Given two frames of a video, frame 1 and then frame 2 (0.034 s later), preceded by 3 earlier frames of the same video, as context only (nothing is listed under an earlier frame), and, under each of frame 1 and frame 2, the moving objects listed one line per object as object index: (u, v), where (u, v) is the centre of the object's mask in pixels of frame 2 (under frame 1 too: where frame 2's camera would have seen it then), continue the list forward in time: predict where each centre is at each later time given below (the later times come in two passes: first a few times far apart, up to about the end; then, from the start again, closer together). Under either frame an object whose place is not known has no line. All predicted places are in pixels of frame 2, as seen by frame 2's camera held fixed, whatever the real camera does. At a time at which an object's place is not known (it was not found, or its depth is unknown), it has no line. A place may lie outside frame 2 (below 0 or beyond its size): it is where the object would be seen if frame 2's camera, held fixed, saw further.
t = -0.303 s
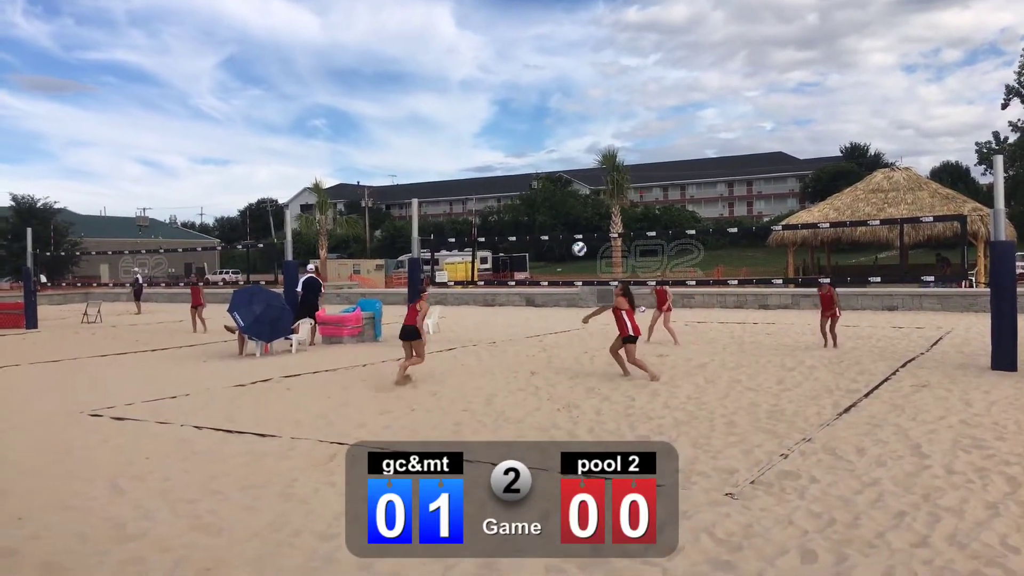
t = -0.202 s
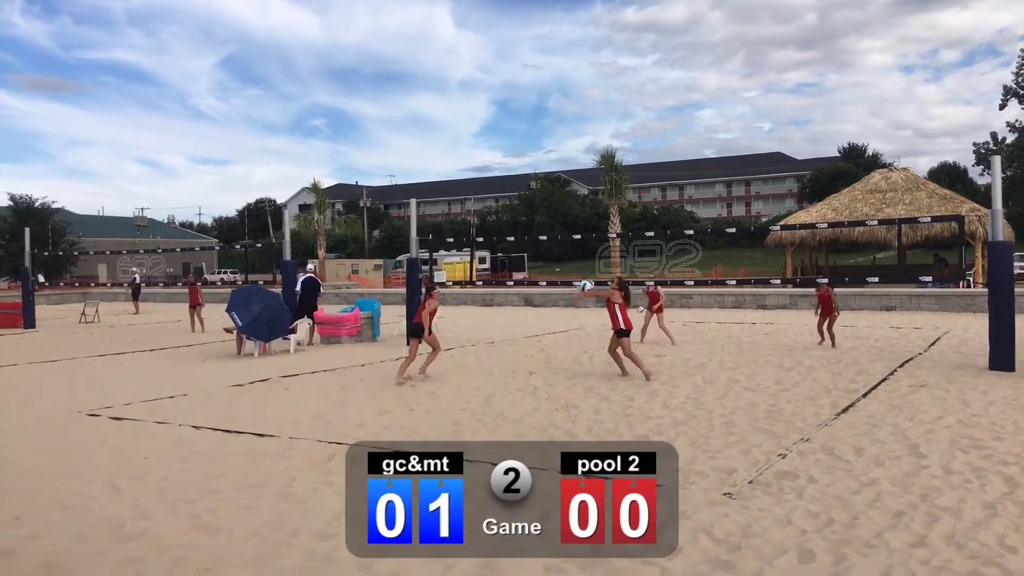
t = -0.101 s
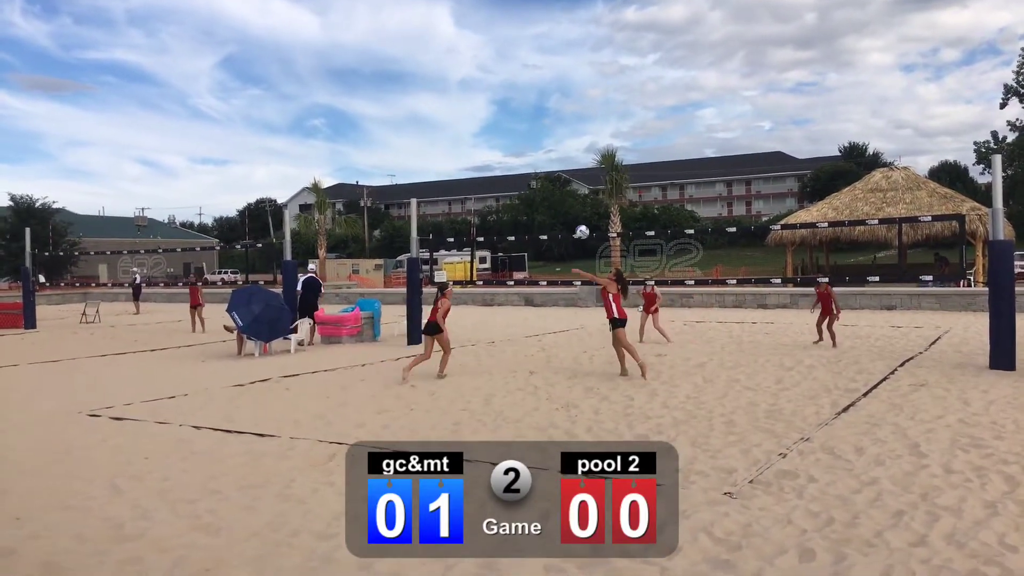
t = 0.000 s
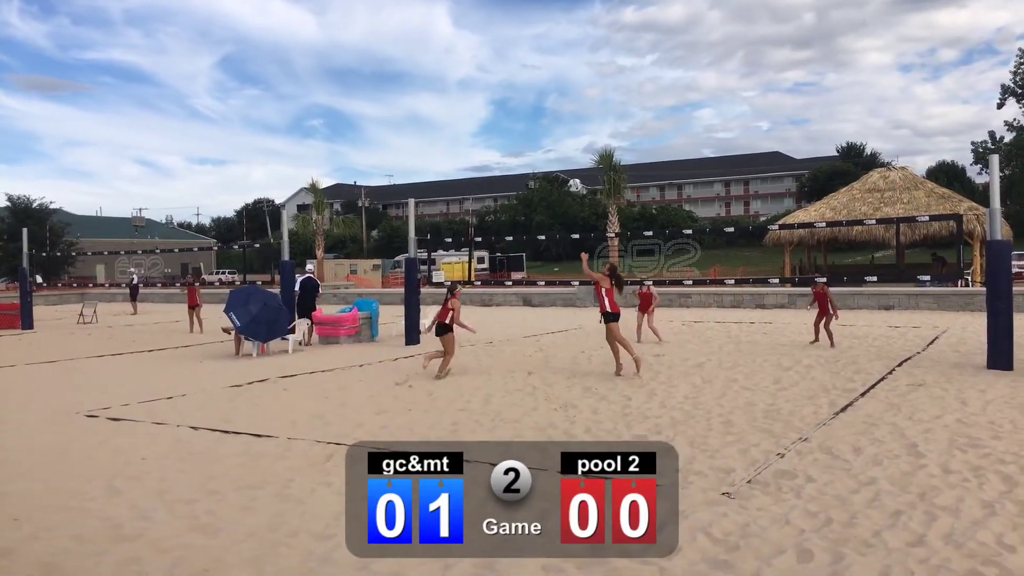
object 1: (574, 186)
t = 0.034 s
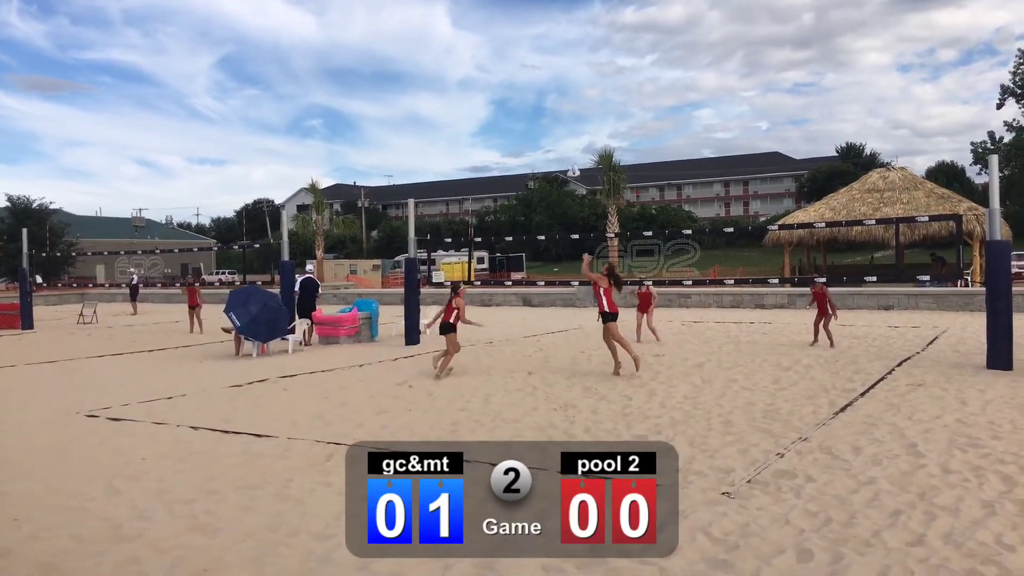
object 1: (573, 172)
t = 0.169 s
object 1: (567, 125)
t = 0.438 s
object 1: (558, 68)
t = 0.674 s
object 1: (551, 56)
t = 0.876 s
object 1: (545, 69)
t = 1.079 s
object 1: (541, 107)
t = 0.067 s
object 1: (571, 159)
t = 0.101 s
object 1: (570, 147)
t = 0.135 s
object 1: (569, 136)
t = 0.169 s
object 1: (567, 125)
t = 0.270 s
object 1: (563, 98)
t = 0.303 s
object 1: (562, 90)
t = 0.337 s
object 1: (561, 84)
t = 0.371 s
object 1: (560, 78)
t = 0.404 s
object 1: (559, 73)
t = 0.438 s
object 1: (558, 68)
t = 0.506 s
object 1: (556, 61)
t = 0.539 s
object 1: (555, 59)
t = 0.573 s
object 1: (554, 57)
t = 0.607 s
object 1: (553, 55)
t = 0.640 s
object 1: (552, 55)
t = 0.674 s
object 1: (551, 56)
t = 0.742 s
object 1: (549, 58)
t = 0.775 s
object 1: (548, 59)
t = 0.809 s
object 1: (547, 62)
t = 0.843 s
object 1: (546, 66)
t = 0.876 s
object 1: (545, 69)
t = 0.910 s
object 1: (545, 74)
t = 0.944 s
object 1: (543, 80)
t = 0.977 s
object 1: (543, 85)
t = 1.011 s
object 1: (543, 92)
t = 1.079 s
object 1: (541, 107)
